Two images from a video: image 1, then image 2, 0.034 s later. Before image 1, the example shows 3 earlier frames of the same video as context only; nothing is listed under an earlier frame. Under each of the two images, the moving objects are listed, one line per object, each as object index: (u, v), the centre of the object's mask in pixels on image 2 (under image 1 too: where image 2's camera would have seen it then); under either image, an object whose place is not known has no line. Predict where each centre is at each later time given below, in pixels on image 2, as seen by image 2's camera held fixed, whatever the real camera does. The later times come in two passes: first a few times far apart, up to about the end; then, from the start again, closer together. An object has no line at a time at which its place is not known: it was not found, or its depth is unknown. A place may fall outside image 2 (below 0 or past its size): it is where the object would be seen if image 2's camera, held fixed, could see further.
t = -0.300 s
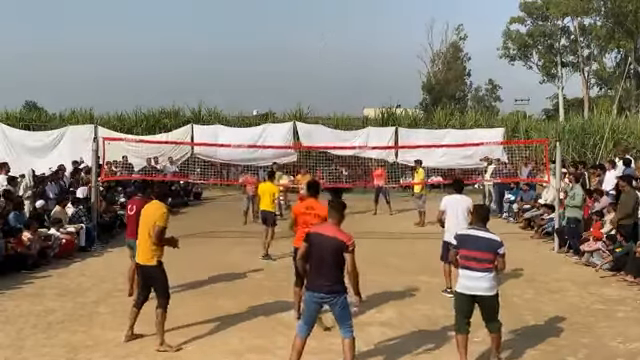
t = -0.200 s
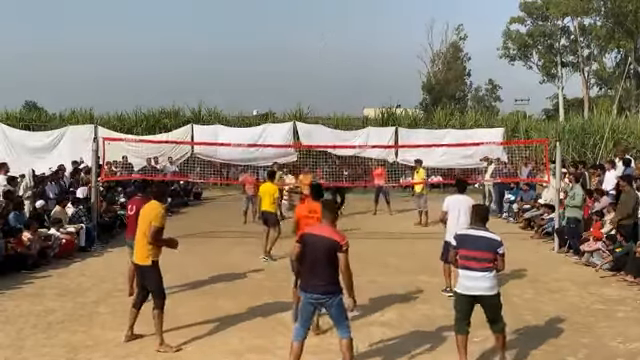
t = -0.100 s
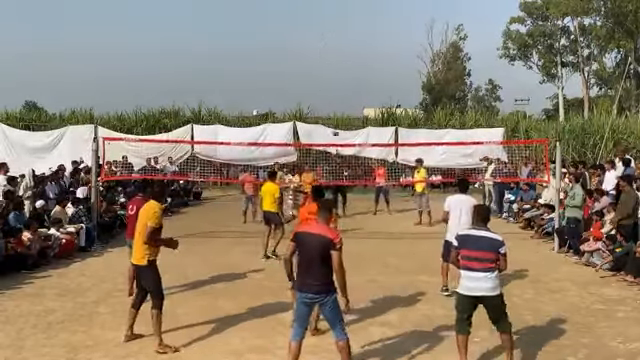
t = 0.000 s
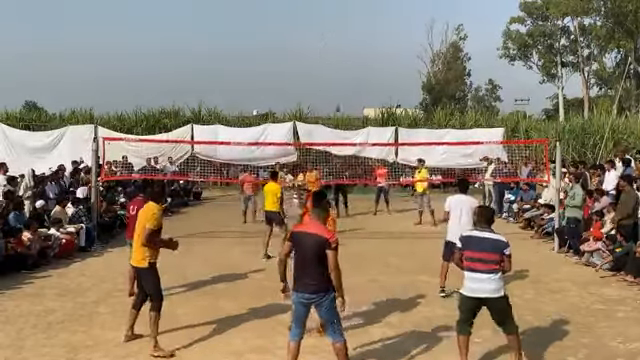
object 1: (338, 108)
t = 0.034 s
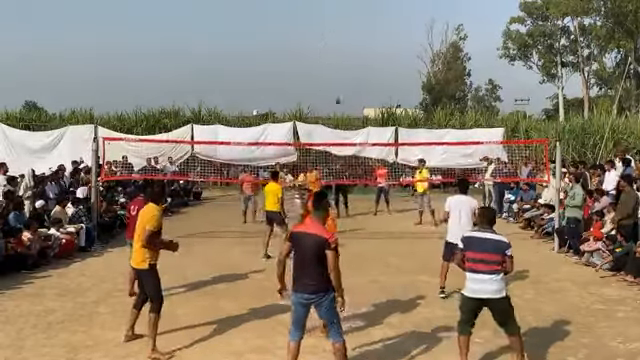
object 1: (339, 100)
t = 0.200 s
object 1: (337, 66)
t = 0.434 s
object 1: (337, 25)
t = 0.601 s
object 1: (336, 6)
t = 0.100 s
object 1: (338, 86)
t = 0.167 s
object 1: (337, 73)
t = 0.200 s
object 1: (337, 66)
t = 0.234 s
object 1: (337, 58)
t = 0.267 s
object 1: (337, 52)
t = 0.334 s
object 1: (337, 40)
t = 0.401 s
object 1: (337, 30)
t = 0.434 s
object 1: (337, 25)
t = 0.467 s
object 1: (337, 19)
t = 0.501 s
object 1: (337, 15)
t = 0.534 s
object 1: (337, 12)
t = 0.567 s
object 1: (336, 8)
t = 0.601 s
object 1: (336, 6)
